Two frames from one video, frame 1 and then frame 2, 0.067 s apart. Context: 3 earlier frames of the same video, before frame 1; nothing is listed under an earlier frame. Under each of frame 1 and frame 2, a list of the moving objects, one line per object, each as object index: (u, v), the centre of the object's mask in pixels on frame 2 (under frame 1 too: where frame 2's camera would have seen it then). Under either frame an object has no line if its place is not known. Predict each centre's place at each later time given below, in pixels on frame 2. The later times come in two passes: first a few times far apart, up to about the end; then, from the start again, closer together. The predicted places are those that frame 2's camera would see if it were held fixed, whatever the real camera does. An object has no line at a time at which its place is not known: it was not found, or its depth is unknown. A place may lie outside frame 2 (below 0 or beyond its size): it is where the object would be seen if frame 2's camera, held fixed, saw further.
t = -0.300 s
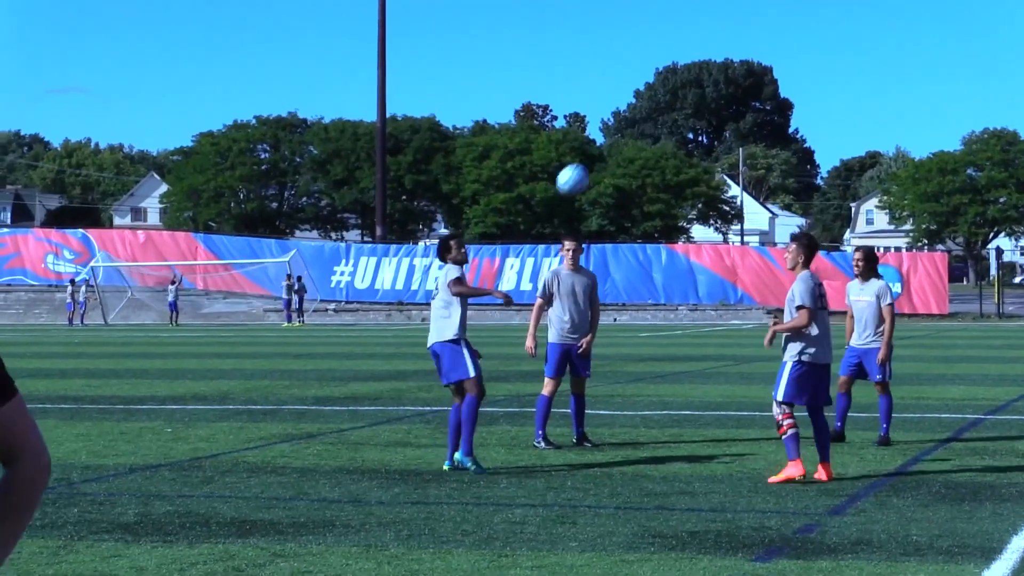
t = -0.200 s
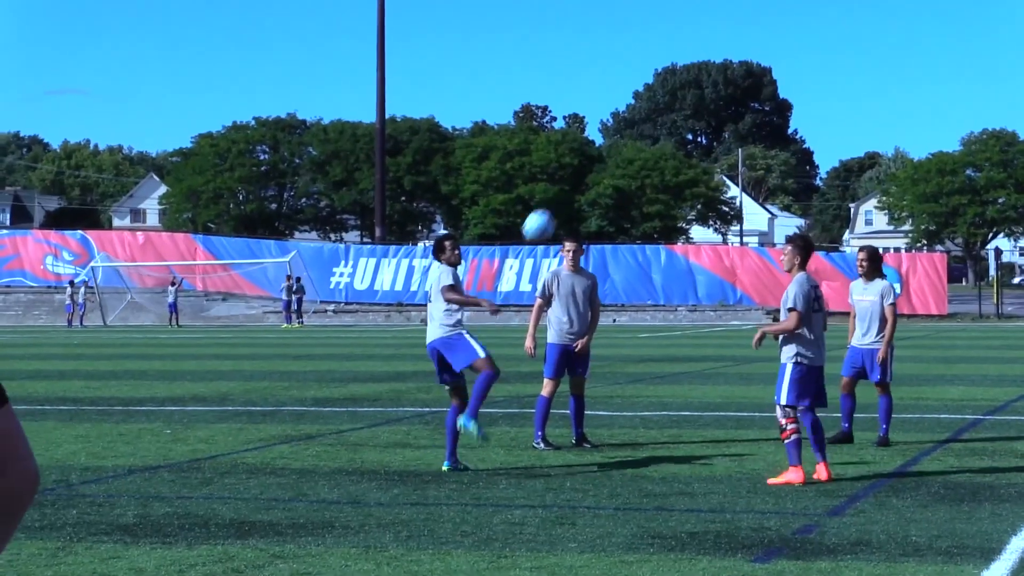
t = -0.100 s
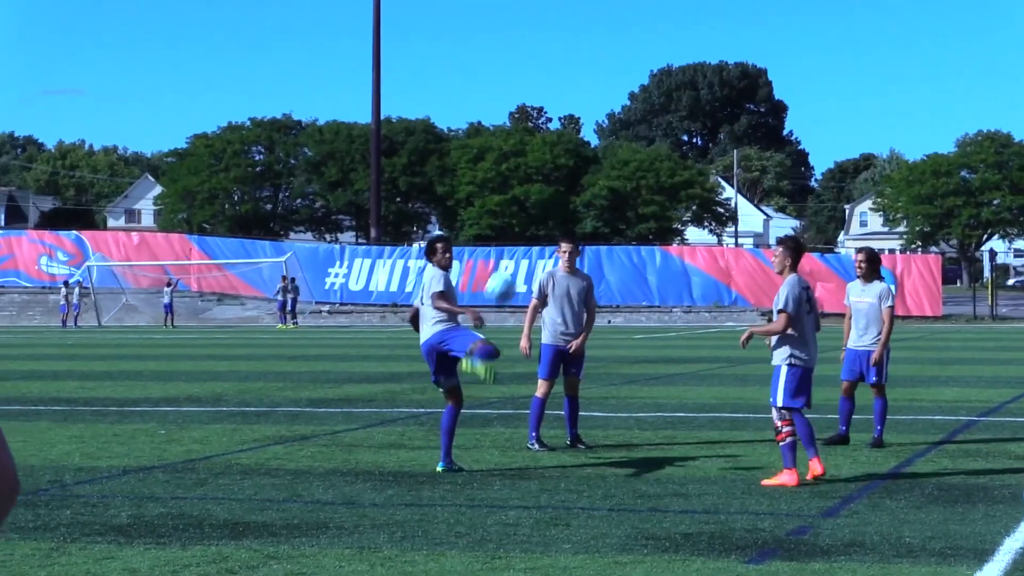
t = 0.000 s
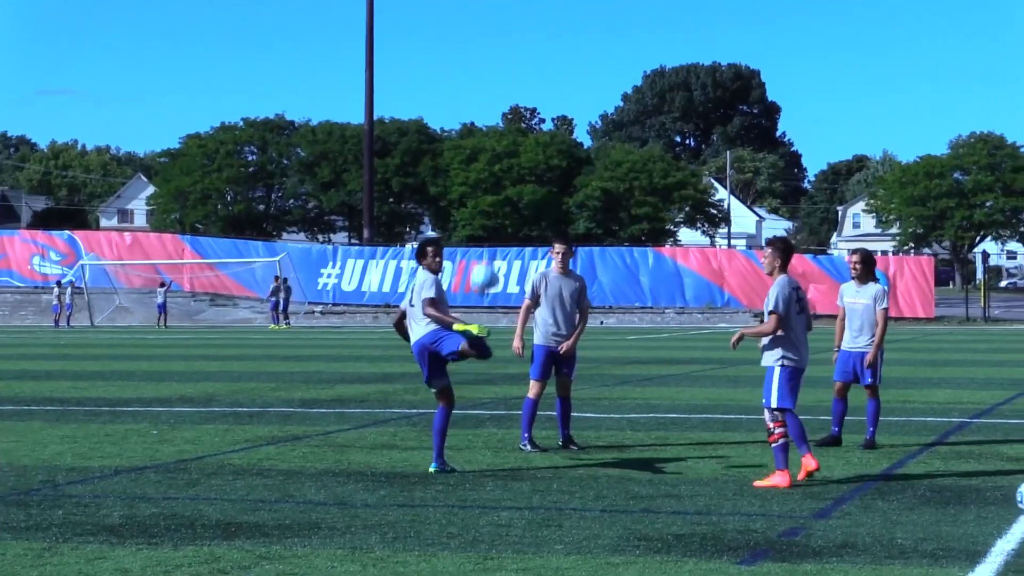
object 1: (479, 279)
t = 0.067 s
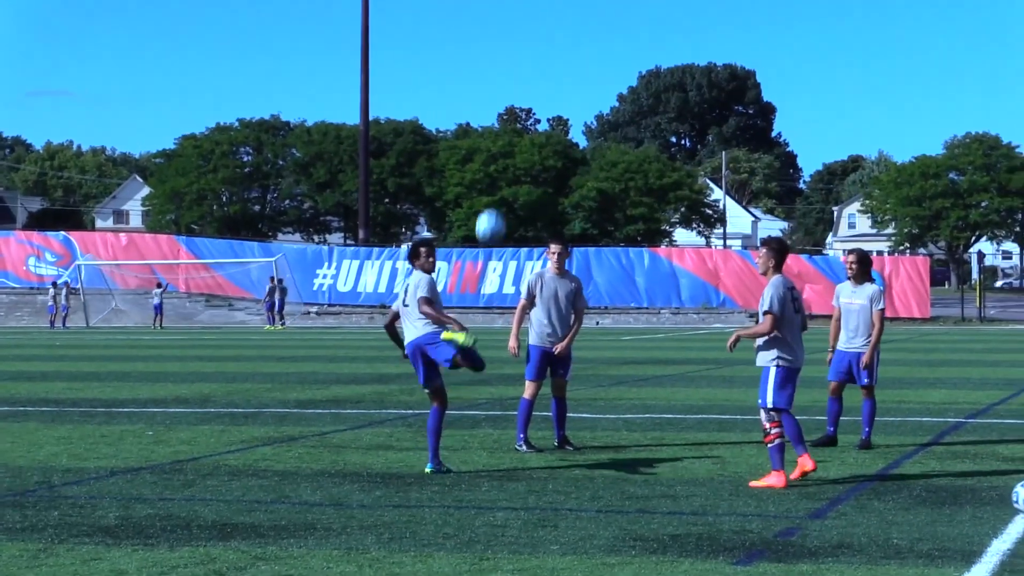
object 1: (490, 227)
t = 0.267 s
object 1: (517, 115)
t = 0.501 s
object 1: (546, 57)
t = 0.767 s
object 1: (573, 73)
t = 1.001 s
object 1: (591, 147)
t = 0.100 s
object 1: (494, 204)
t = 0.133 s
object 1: (500, 181)
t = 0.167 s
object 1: (504, 162)
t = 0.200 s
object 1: (508, 145)
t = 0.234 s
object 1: (512, 129)
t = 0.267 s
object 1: (517, 115)
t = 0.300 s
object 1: (522, 103)
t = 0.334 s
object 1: (527, 91)
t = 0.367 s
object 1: (531, 81)
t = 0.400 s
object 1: (535, 73)
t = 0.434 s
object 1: (538, 66)
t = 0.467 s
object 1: (542, 61)
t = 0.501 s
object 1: (546, 57)
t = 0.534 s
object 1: (550, 54)
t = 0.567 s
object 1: (553, 53)
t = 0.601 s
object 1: (557, 53)
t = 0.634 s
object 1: (560, 54)
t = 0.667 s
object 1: (563, 57)
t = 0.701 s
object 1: (567, 61)
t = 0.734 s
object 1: (570, 67)
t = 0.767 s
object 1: (573, 73)
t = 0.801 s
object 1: (576, 80)
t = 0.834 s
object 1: (578, 89)
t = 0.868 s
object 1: (581, 98)
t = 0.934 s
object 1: (587, 121)
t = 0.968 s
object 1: (588, 134)
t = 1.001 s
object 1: (591, 147)
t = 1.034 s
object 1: (593, 163)
